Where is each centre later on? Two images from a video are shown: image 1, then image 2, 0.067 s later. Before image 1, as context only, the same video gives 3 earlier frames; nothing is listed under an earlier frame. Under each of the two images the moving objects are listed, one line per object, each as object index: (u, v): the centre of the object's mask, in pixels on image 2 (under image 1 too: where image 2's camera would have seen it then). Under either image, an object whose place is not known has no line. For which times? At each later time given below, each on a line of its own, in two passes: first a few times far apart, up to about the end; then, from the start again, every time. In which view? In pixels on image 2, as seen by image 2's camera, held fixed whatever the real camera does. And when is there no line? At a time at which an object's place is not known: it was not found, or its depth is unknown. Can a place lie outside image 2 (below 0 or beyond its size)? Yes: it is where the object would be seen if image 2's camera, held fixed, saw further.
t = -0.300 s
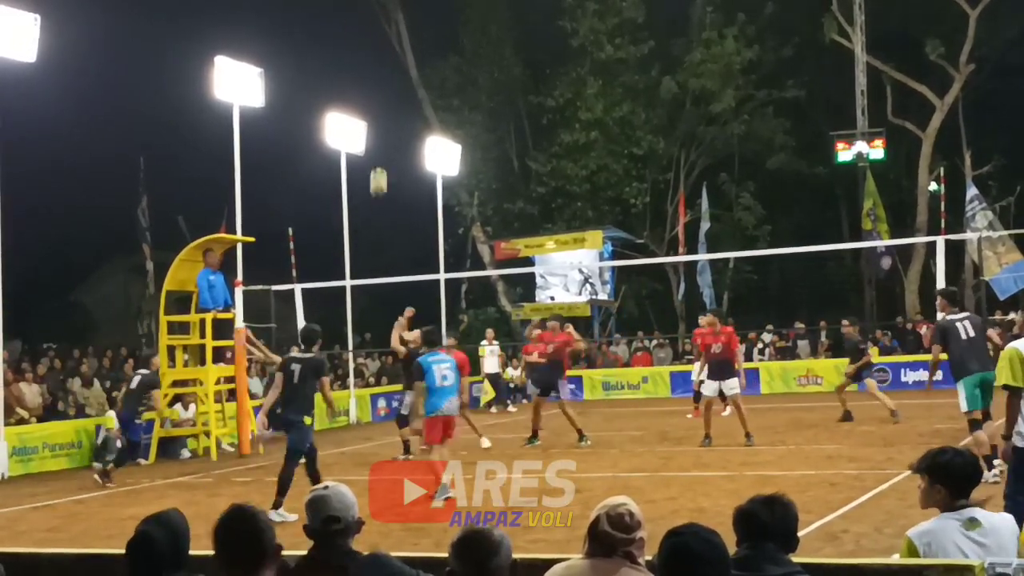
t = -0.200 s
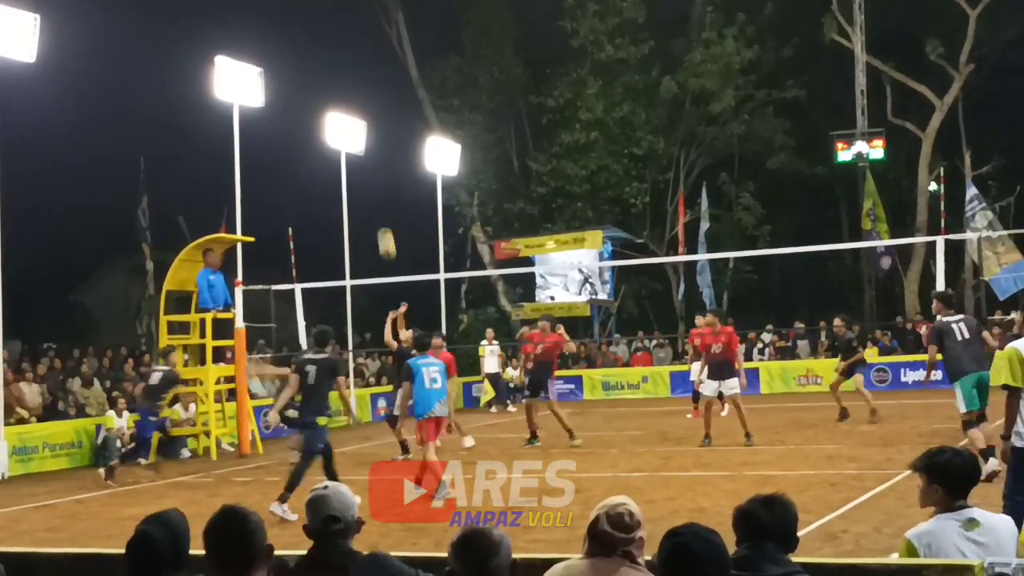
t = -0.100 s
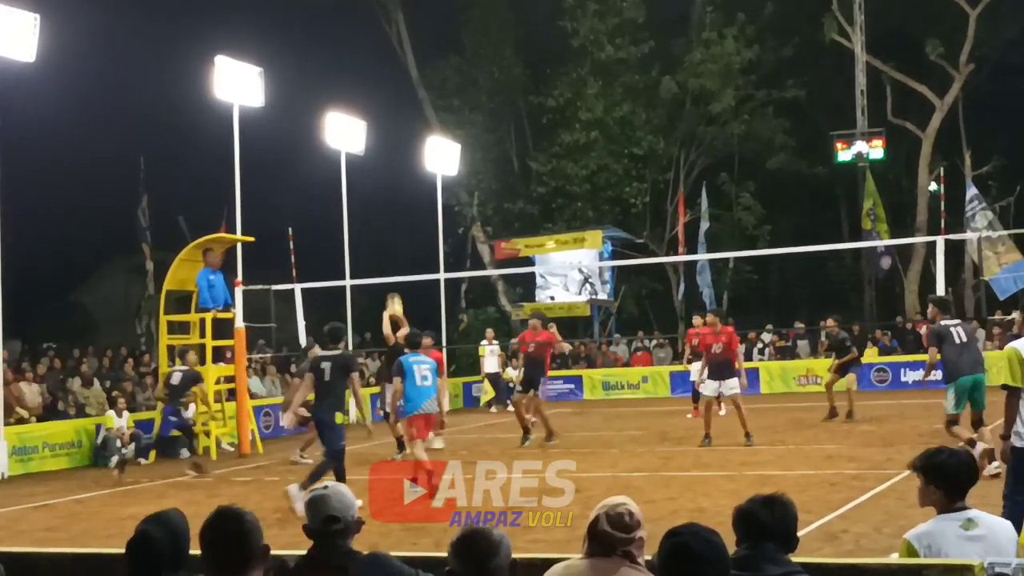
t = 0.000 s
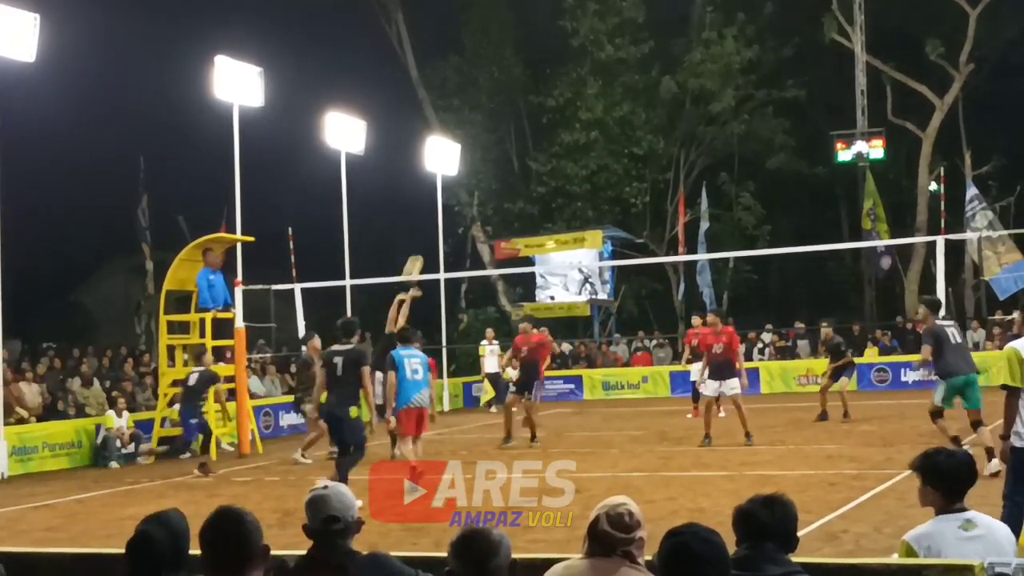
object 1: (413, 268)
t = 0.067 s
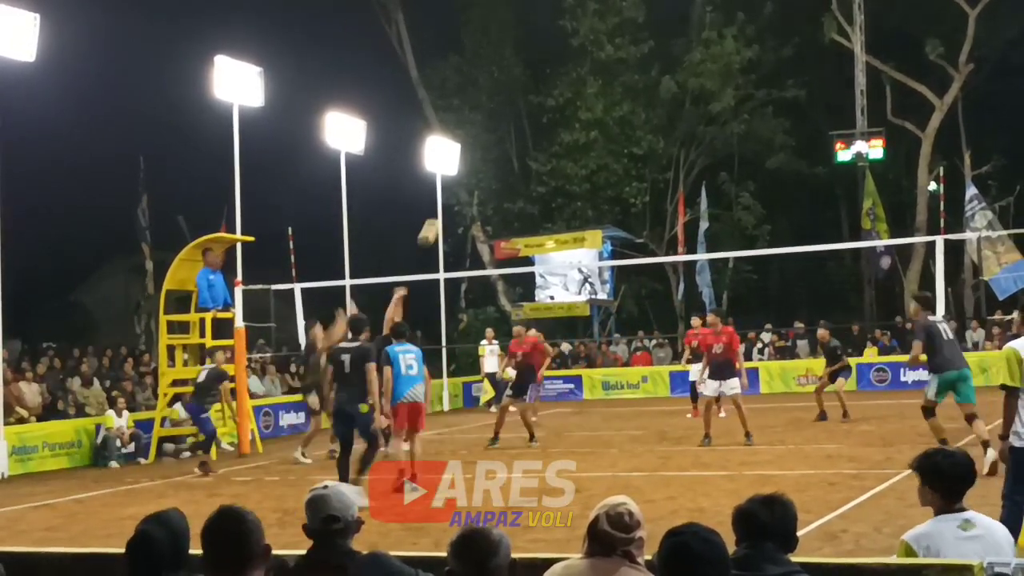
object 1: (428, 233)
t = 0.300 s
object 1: (494, 127)
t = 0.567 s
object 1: (570, 56)
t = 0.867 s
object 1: (661, 42)
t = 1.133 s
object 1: (746, 91)
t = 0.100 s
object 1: (438, 214)
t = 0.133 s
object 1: (449, 196)
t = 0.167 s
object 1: (457, 183)
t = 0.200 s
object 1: (467, 165)
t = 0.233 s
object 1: (475, 152)
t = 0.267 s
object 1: (484, 139)
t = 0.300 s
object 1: (494, 127)
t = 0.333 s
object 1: (504, 114)
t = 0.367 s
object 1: (513, 104)
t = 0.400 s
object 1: (522, 94)
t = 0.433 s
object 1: (532, 84)
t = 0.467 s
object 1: (541, 76)
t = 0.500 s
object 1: (550, 69)
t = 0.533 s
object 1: (561, 62)
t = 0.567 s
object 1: (570, 56)
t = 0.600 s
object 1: (580, 51)
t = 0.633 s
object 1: (590, 47)
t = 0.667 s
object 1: (600, 44)
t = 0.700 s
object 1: (610, 41)
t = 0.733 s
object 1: (620, 40)
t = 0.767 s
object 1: (630, 39)
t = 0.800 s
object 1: (641, 40)
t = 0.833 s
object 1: (651, 40)
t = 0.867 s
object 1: (661, 42)
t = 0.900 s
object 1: (671, 45)
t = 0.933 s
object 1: (682, 48)
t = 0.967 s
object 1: (693, 53)
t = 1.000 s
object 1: (703, 59)
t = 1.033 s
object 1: (714, 65)
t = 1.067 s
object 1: (724, 73)
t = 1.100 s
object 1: (735, 81)
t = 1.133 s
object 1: (746, 91)
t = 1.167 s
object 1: (757, 100)
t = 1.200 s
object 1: (767, 112)
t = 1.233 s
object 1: (778, 124)
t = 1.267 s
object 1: (789, 136)
